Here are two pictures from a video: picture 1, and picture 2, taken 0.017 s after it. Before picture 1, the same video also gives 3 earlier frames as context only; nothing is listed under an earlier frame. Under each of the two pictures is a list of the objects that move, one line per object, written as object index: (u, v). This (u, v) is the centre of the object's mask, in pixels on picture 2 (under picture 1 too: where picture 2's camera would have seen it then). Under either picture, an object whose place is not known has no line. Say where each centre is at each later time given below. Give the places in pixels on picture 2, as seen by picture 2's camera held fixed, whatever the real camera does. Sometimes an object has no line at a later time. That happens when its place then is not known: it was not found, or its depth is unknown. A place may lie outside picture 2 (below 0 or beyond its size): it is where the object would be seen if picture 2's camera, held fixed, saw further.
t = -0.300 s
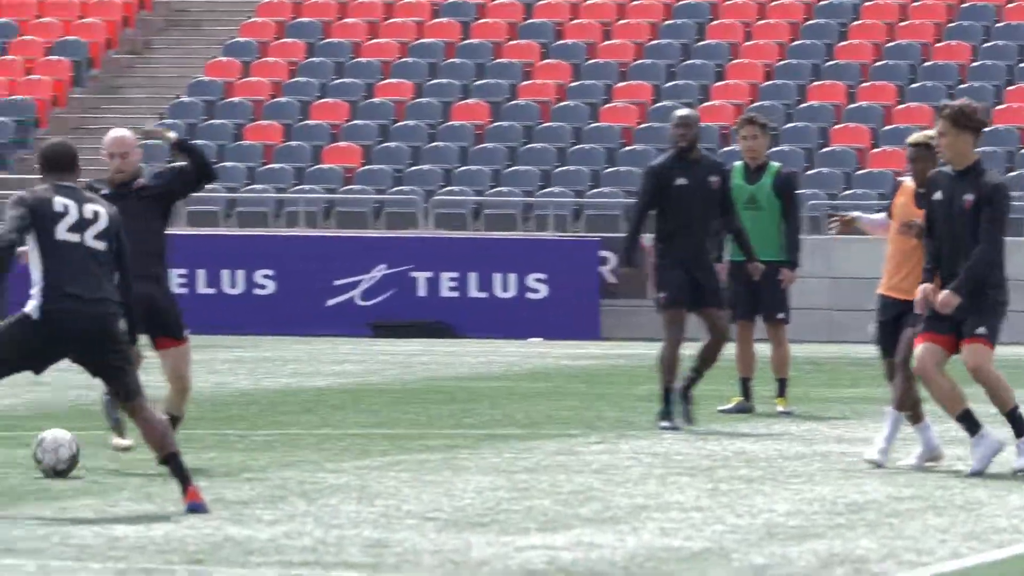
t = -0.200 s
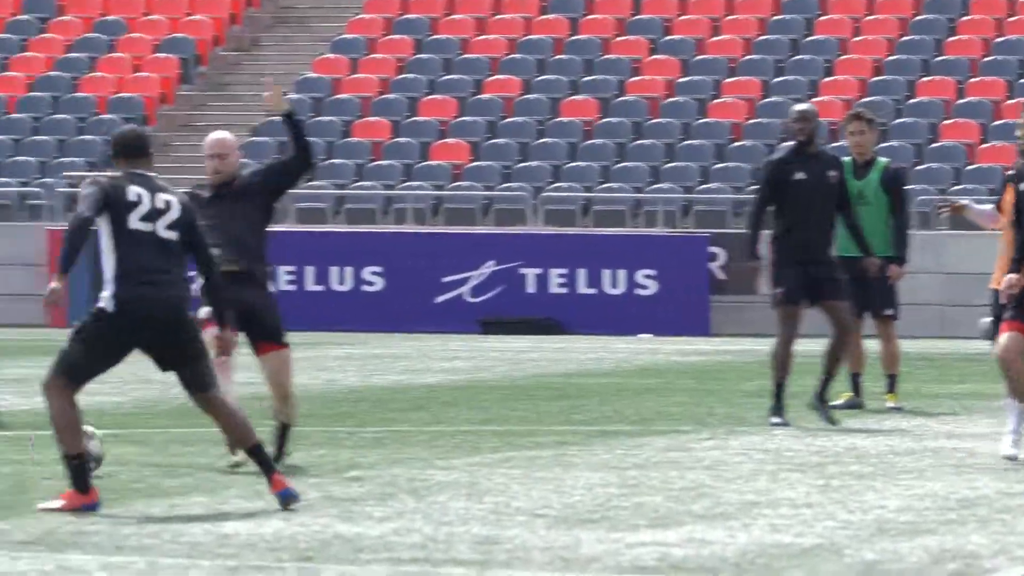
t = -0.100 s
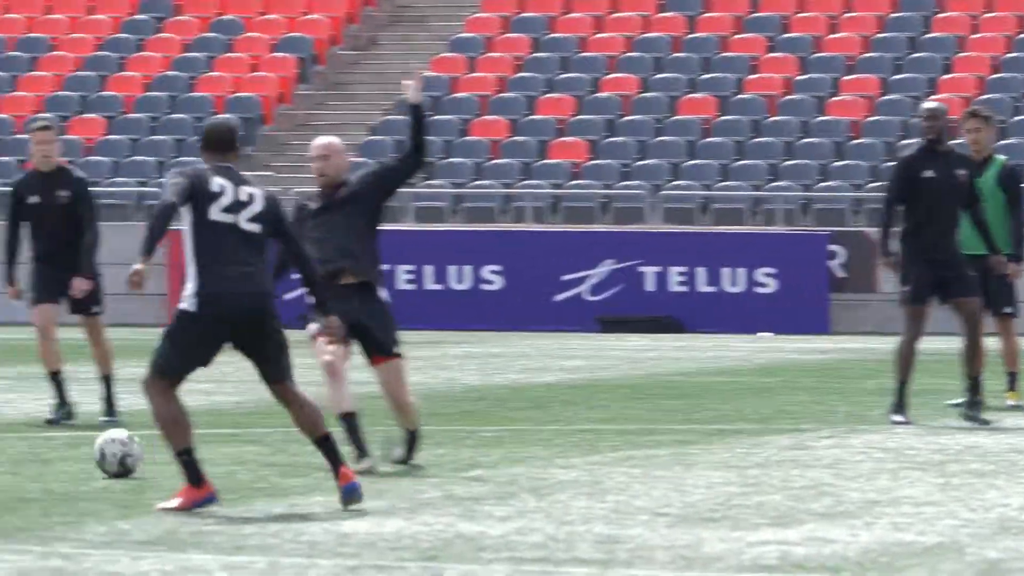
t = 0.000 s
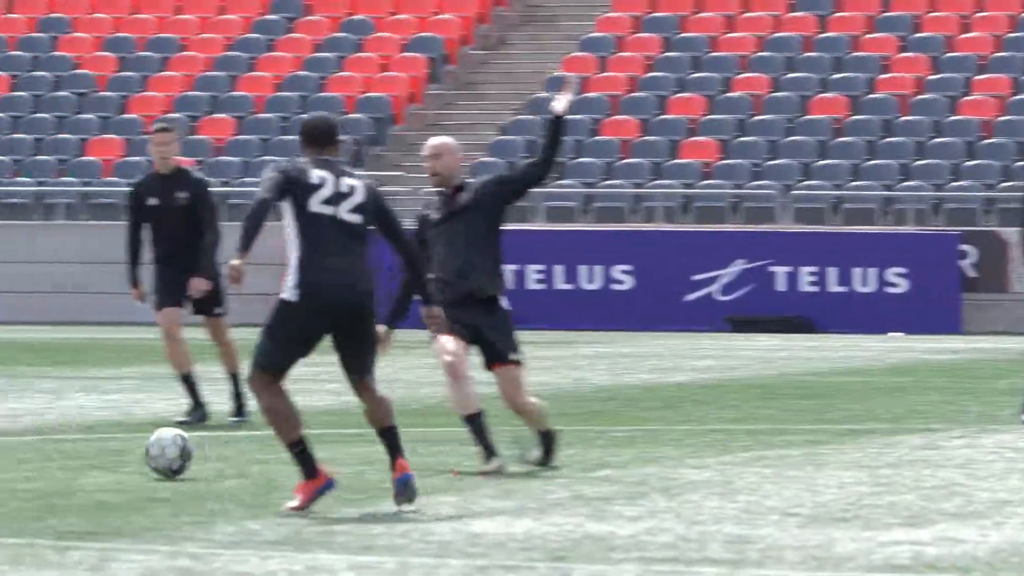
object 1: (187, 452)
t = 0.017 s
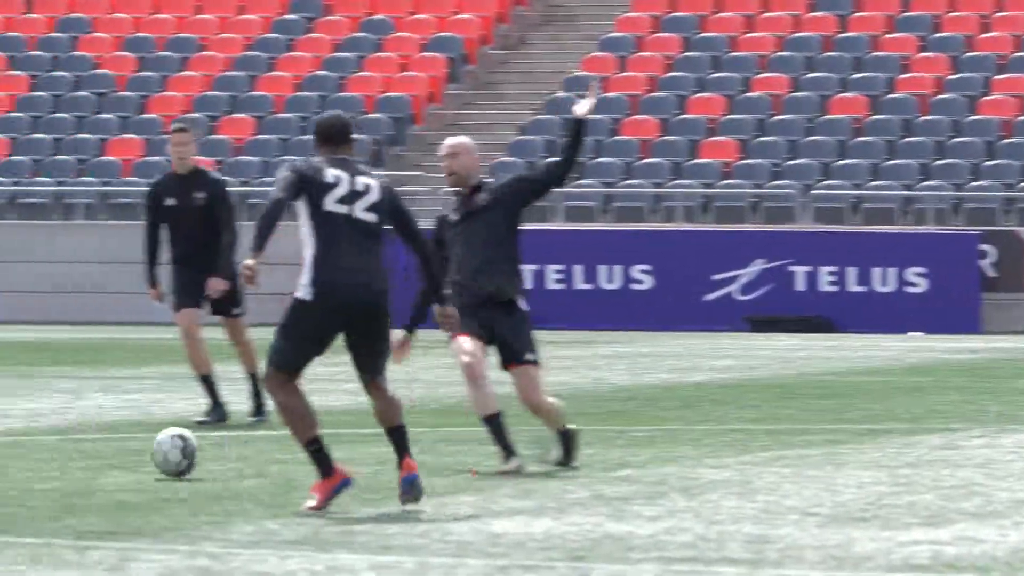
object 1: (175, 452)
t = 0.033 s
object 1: (163, 452)
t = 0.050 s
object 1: (152, 452)
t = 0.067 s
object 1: (140, 452)
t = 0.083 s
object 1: (128, 453)
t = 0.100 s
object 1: (116, 453)
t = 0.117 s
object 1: (104, 454)
